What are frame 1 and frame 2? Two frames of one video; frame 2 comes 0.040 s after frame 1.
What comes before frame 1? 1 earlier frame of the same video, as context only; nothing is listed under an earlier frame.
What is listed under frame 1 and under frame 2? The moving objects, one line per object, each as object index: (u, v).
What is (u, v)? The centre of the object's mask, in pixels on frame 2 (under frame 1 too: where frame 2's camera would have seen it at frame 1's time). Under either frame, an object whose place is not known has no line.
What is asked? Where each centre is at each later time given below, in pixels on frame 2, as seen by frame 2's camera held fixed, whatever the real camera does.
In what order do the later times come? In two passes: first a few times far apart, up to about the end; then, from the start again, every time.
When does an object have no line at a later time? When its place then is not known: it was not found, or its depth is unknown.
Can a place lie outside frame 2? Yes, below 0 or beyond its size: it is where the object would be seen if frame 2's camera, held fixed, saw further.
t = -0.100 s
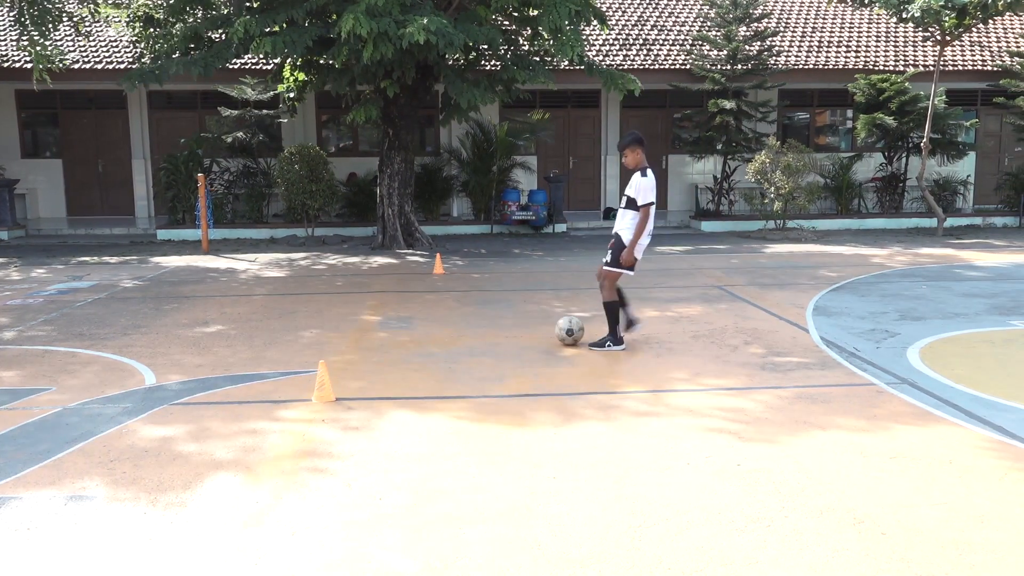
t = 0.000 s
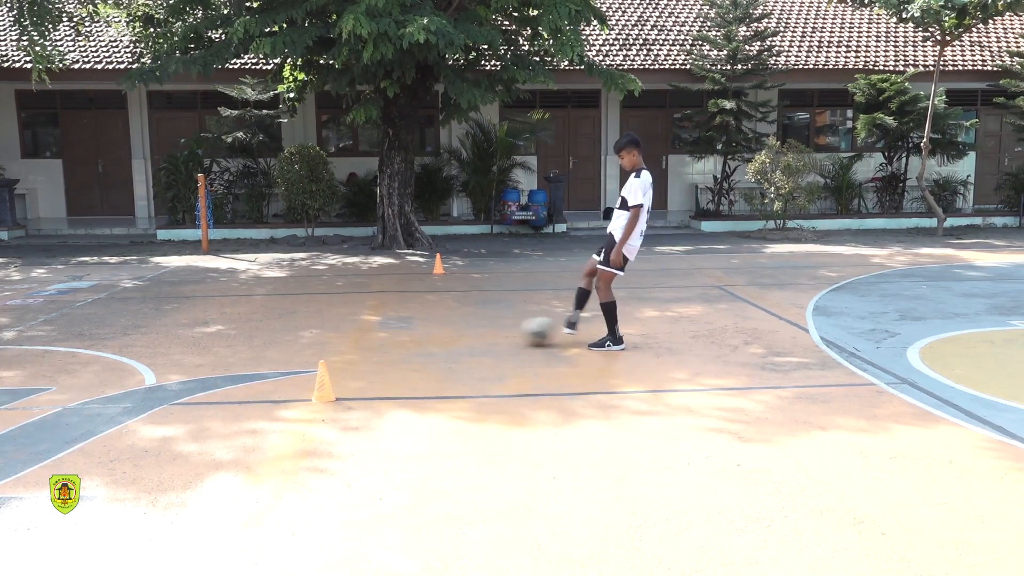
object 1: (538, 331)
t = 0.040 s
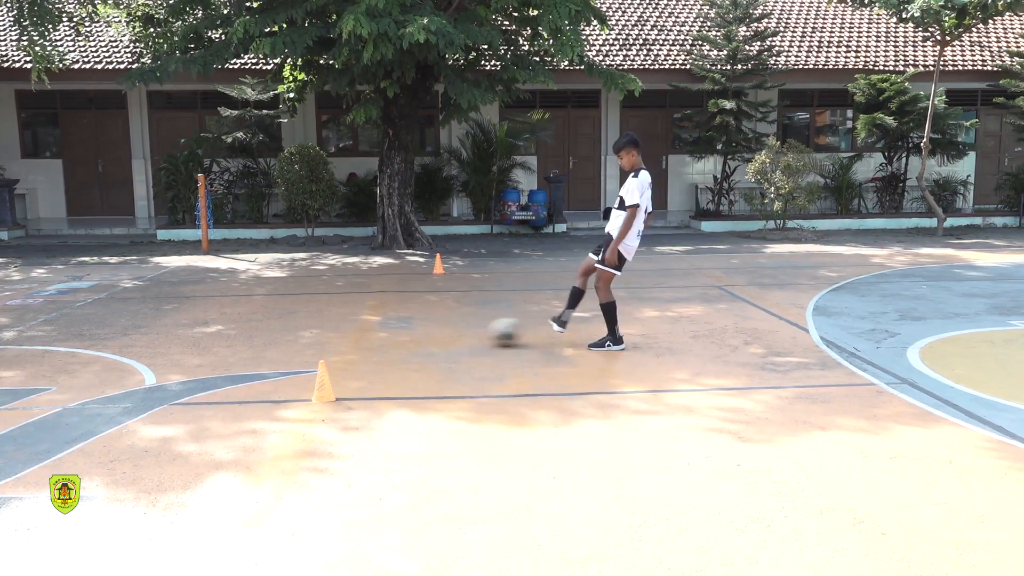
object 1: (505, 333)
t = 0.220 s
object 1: (372, 334)
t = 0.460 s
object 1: (234, 337)
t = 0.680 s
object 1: (112, 339)
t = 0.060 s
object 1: (489, 333)
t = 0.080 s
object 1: (473, 333)
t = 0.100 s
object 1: (457, 333)
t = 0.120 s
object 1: (442, 333)
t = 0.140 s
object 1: (428, 334)
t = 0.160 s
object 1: (414, 333)
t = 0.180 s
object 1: (400, 333)
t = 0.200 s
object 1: (386, 334)
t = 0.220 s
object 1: (372, 334)
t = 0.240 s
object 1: (360, 334)
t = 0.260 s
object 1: (347, 334)
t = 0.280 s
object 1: (333, 334)
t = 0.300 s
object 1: (321, 336)
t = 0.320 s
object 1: (309, 336)
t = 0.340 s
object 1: (298, 335)
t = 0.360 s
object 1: (287, 335)
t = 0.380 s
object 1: (277, 335)
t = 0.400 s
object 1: (266, 335)
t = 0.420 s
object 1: (255, 336)
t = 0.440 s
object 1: (245, 337)
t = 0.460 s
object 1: (234, 337)
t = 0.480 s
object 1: (222, 336)
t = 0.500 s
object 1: (212, 337)
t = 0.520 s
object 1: (200, 337)
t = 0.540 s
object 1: (190, 338)
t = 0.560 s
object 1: (178, 338)
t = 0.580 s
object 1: (168, 338)
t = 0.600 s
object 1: (157, 338)
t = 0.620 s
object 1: (146, 339)
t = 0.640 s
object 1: (135, 340)
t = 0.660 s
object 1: (123, 339)
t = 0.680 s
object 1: (112, 339)
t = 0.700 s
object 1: (102, 339)
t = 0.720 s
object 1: (91, 339)
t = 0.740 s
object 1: (80, 339)
